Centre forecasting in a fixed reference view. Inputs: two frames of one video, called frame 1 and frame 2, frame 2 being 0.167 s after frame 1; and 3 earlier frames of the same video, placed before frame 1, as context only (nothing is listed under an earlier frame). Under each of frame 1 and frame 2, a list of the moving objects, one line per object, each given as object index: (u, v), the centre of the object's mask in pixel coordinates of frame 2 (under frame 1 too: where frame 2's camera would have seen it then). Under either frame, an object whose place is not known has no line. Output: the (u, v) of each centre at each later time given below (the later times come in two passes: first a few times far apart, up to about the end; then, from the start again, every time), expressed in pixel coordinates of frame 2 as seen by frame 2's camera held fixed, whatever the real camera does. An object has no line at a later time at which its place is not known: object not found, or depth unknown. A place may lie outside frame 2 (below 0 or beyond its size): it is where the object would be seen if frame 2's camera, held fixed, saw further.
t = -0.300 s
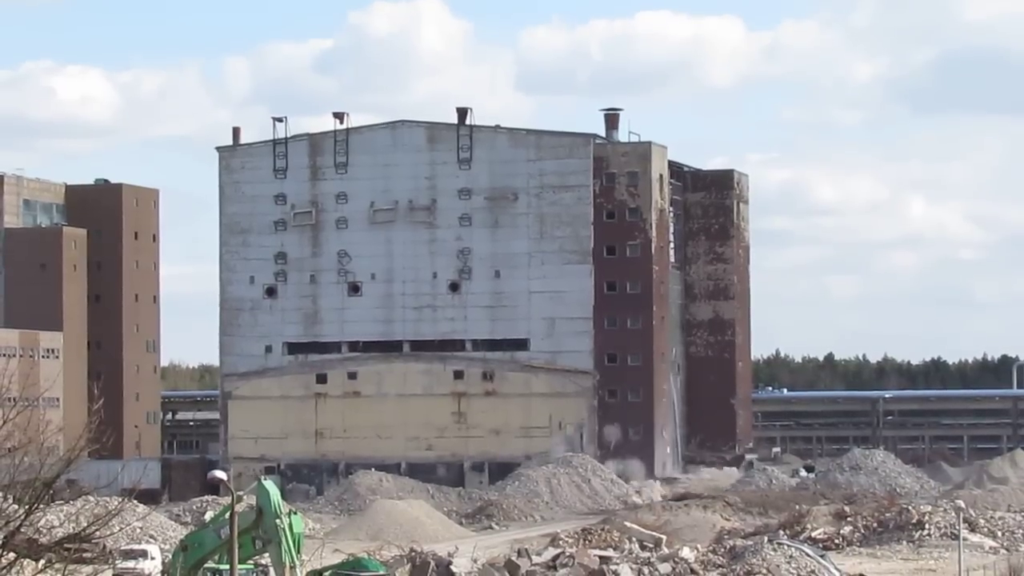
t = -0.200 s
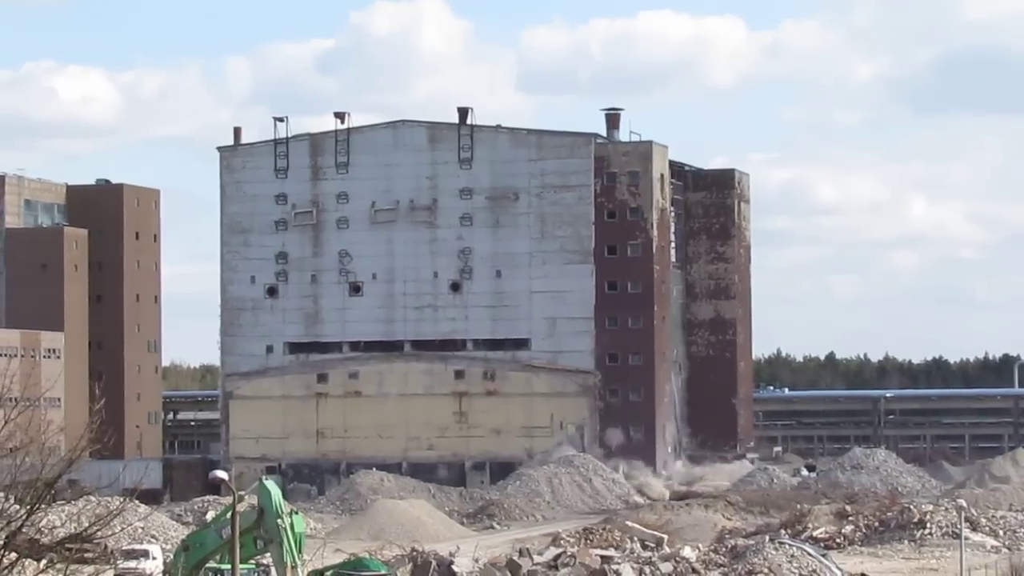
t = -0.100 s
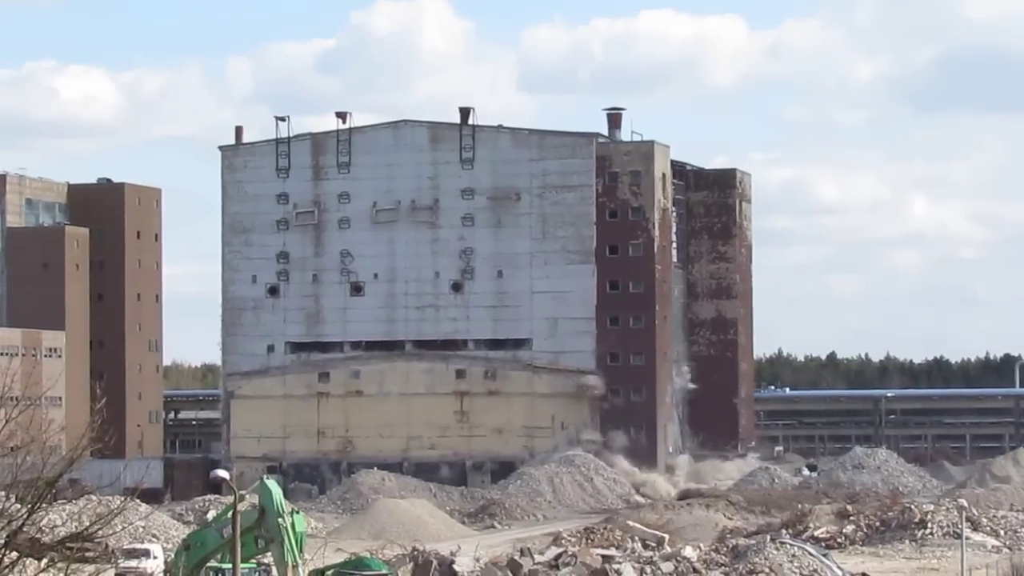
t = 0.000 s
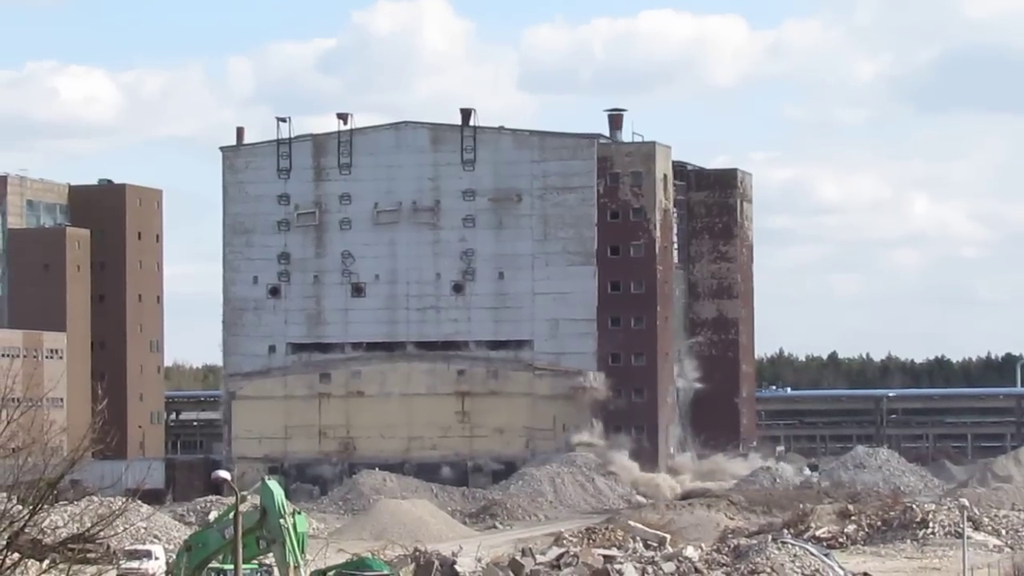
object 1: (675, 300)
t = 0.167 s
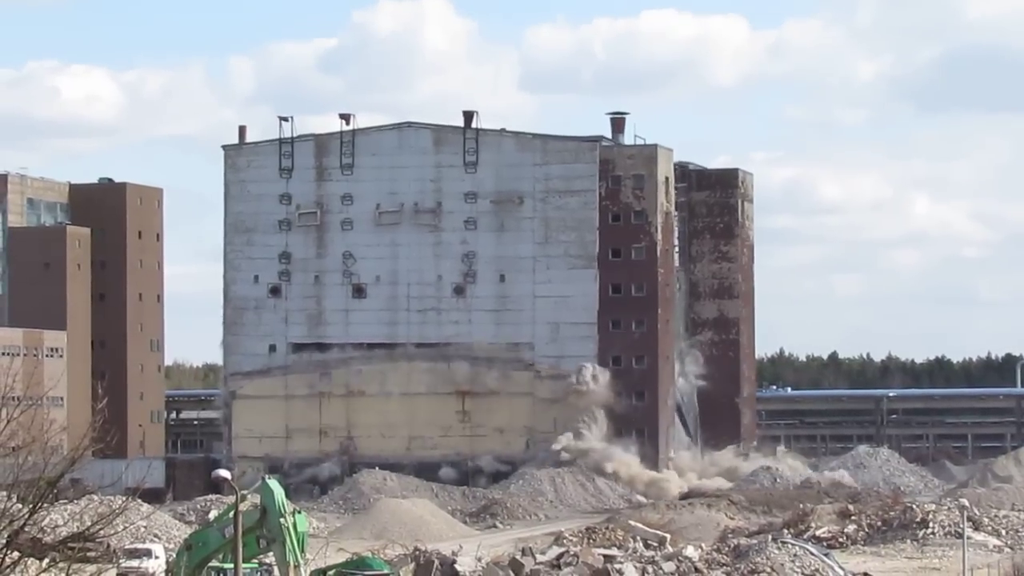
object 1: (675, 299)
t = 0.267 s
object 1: (676, 297)
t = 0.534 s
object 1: (680, 299)
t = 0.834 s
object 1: (683, 289)
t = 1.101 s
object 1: (687, 294)
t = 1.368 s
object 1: (692, 296)
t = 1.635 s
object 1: (697, 297)
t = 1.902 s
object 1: (703, 300)
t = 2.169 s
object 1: (709, 302)
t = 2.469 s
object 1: (718, 304)
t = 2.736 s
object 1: (729, 310)
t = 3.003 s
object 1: (727, 322)
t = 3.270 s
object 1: (740, 334)
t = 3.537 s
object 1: (754, 348)
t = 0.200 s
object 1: (676, 298)
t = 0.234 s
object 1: (676, 298)
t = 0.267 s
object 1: (676, 297)
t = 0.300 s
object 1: (677, 299)
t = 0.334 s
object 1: (677, 297)
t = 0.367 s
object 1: (678, 296)
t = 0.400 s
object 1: (678, 299)
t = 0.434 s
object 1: (678, 297)
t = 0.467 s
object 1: (679, 299)
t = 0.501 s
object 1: (679, 299)
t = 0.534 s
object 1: (680, 299)
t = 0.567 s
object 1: (680, 300)
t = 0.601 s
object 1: (680, 290)
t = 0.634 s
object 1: (681, 288)
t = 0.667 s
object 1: (681, 289)
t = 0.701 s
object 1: (681, 289)
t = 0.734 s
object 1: (682, 289)
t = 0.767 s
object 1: (682, 289)
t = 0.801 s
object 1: (683, 294)
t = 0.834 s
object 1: (683, 289)
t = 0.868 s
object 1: (684, 290)
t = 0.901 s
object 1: (684, 290)
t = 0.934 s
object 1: (685, 291)
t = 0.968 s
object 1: (685, 291)
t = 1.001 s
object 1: (686, 295)
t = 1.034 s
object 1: (686, 292)
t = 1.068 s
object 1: (687, 296)
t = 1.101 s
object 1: (687, 294)
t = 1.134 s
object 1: (687, 294)
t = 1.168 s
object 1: (688, 294)
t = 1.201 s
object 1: (689, 297)
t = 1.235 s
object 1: (690, 297)
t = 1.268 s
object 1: (691, 296)
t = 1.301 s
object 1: (691, 296)
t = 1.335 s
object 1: (692, 296)
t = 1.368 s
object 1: (692, 296)
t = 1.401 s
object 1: (693, 296)
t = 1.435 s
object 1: (693, 295)
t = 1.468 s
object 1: (693, 296)
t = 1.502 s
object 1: (693, 296)
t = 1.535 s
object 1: (694, 296)
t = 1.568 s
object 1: (695, 297)
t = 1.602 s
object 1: (696, 297)
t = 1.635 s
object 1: (697, 297)
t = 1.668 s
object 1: (697, 298)
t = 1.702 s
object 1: (698, 298)
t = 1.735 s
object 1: (699, 298)
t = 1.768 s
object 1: (699, 299)
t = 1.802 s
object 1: (700, 299)
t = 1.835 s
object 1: (701, 299)
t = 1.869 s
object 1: (702, 299)
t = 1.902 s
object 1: (703, 300)
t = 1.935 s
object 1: (704, 301)
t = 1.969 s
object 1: (706, 302)
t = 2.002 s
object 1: (704, 302)
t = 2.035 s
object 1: (705, 302)
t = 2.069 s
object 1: (706, 302)
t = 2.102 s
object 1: (708, 302)
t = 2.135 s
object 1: (709, 302)
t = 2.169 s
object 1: (709, 302)
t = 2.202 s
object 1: (710, 301)
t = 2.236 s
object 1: (711, 302)
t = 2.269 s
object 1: (711, 302)
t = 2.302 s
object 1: (713, 303)
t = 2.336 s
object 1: (714, 303)
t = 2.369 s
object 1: (714, 303)
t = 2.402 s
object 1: (716, 303)
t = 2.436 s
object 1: (717, 304)
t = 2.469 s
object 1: (718, 304)
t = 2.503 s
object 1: (720, 304)
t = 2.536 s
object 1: (721, 306)
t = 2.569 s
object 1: (721, 306)
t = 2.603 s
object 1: (723, 308)
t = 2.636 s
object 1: (725, 308)
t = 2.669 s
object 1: (725, 309)
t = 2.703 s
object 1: (726, 310)
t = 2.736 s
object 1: (729, 310)
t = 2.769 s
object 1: (729, 312)
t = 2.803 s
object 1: (730, 313)
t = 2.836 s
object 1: (716, 316)
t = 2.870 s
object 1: (718, 316)
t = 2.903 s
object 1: (720, 319)
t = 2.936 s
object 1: (722, 320)
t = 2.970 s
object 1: (724, 321)
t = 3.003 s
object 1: (727, 322)
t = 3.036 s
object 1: (728, 324)
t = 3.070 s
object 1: (730, 326)
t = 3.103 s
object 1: (732, 327)
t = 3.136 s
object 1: (733, 329)
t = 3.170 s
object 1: (734, 331)
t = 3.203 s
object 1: (736, 332)
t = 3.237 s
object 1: (738, 334)
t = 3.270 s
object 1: (740, 334)
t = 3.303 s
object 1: (741, 336)
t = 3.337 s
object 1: (743, 338)
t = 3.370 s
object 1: (745, 338)
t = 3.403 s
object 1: (746, 341)
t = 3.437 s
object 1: (747, 343)
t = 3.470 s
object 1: (749, 345)
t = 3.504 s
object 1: (752, 347)
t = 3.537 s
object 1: (754, 348)
